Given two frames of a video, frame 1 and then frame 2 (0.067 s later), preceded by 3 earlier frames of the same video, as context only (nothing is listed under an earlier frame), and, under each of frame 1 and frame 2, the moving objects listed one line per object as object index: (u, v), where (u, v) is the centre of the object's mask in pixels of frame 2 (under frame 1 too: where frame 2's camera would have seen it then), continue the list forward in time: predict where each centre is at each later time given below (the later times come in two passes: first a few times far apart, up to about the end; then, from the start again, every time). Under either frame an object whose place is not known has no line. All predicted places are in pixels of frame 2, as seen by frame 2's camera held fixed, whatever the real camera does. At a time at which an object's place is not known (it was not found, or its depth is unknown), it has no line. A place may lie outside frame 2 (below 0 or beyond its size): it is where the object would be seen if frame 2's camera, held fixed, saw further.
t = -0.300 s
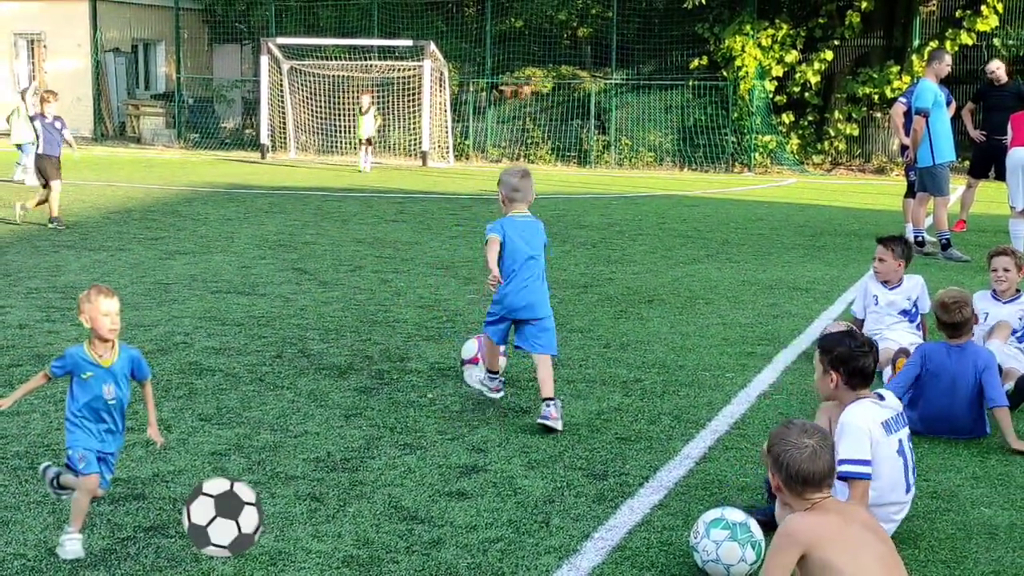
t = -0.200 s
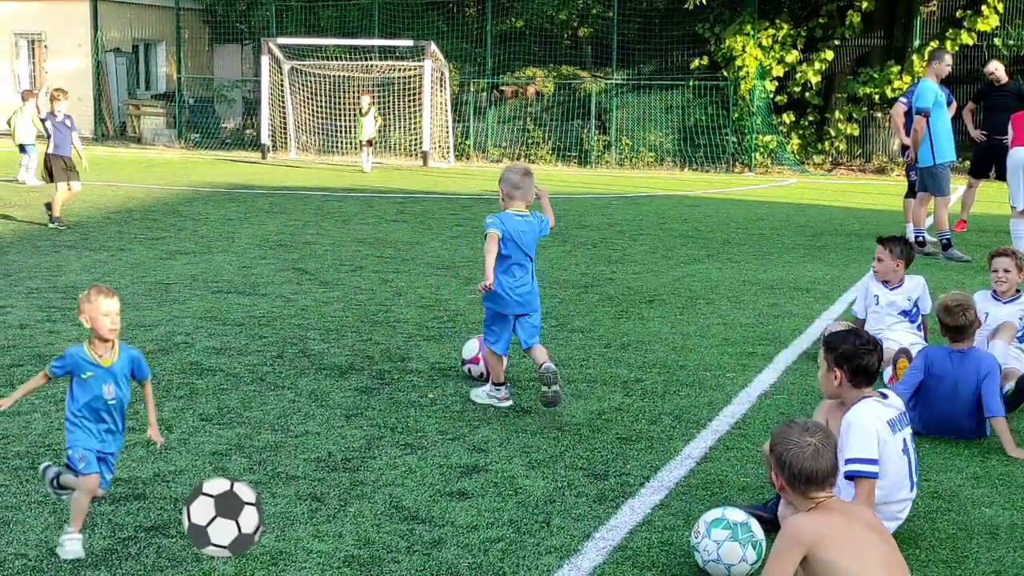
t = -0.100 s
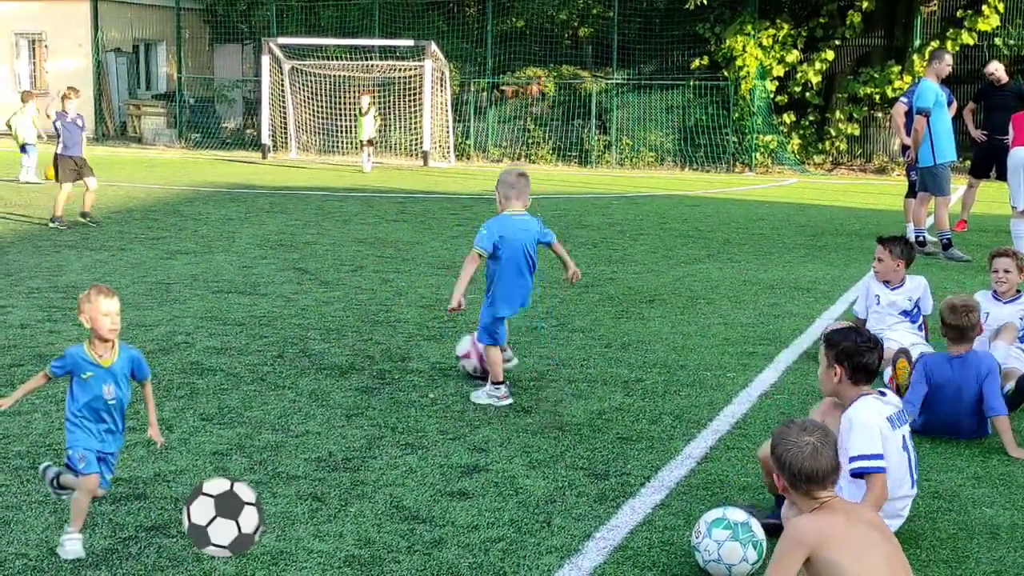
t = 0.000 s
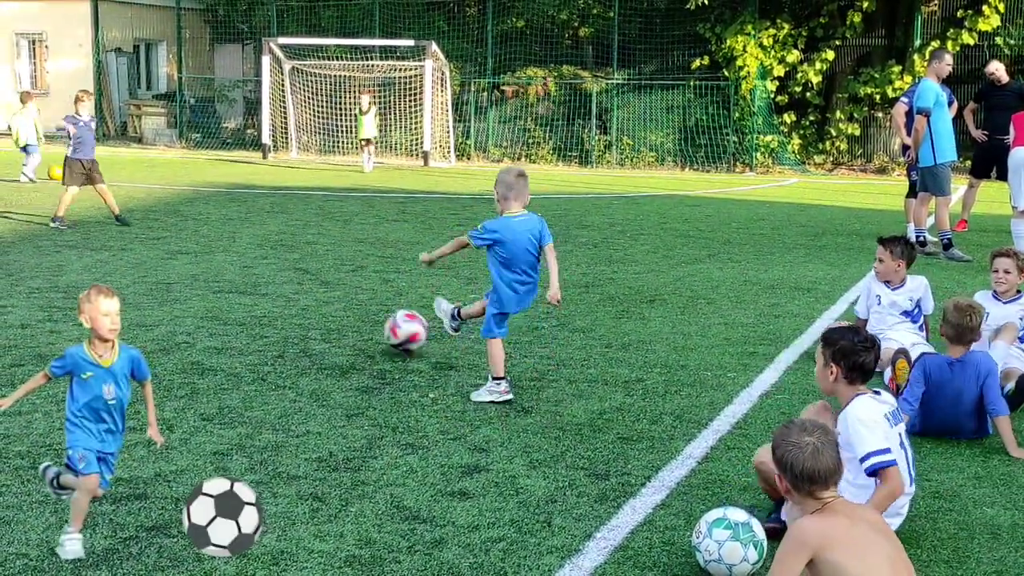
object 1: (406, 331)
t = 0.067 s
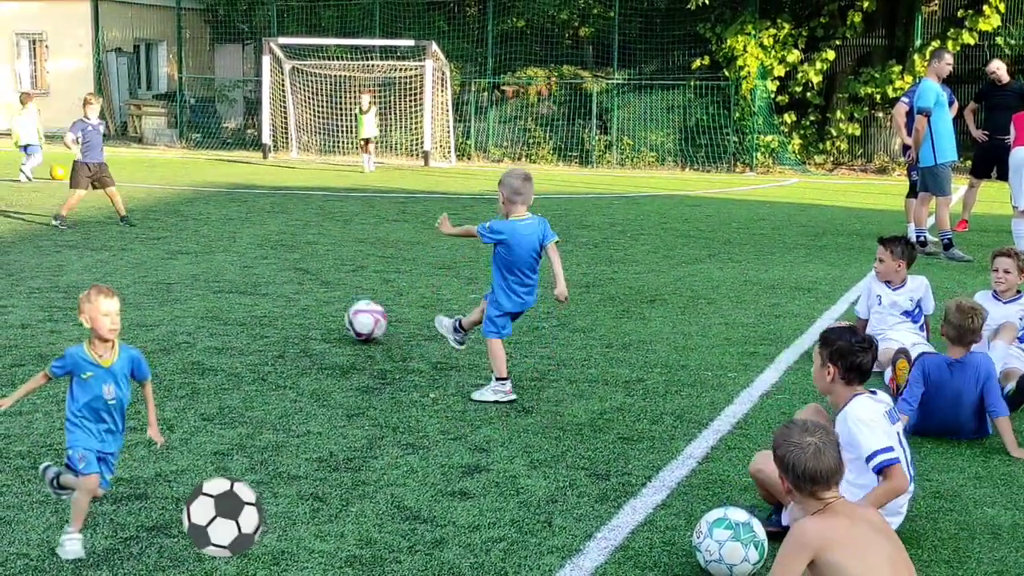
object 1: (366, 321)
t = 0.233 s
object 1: (287, 298)
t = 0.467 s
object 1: (205, 278)
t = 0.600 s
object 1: (166, 267)
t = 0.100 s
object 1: (347, 317)
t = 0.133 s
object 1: (330, 312)
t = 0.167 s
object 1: (314, 308)
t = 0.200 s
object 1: (301, 303)
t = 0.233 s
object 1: (287, 298)
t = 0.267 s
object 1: (274, 294)
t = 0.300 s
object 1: (260, 294)
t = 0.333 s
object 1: (249, 290)
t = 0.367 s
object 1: (238, 284)
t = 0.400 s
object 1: (226, 280)
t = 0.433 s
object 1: (216, 279)
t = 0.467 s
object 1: (205, 278)
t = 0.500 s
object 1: (196, 274)
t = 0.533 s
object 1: (186, 270)
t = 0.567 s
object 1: (175, 268)
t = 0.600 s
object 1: (166, 267)
